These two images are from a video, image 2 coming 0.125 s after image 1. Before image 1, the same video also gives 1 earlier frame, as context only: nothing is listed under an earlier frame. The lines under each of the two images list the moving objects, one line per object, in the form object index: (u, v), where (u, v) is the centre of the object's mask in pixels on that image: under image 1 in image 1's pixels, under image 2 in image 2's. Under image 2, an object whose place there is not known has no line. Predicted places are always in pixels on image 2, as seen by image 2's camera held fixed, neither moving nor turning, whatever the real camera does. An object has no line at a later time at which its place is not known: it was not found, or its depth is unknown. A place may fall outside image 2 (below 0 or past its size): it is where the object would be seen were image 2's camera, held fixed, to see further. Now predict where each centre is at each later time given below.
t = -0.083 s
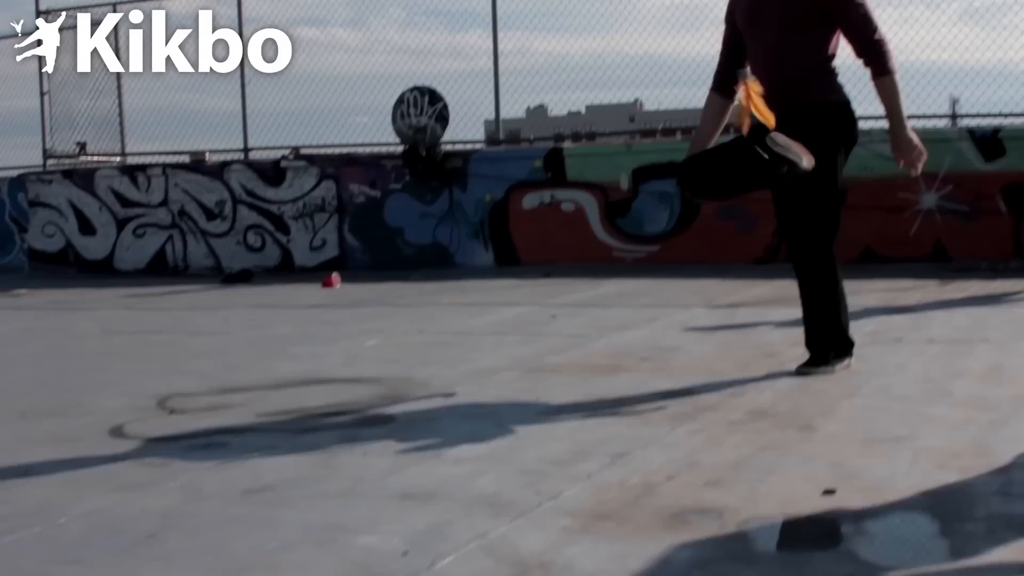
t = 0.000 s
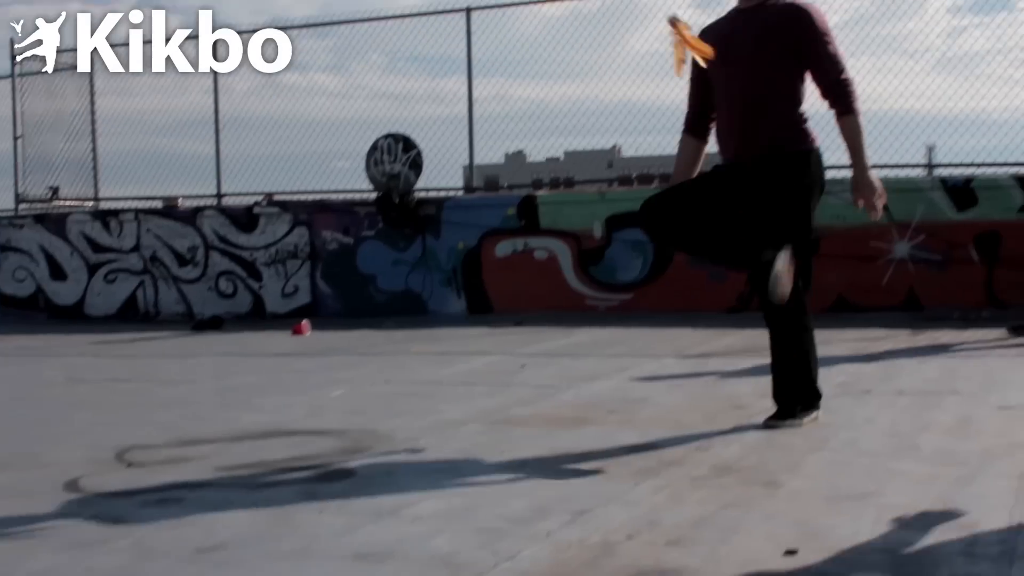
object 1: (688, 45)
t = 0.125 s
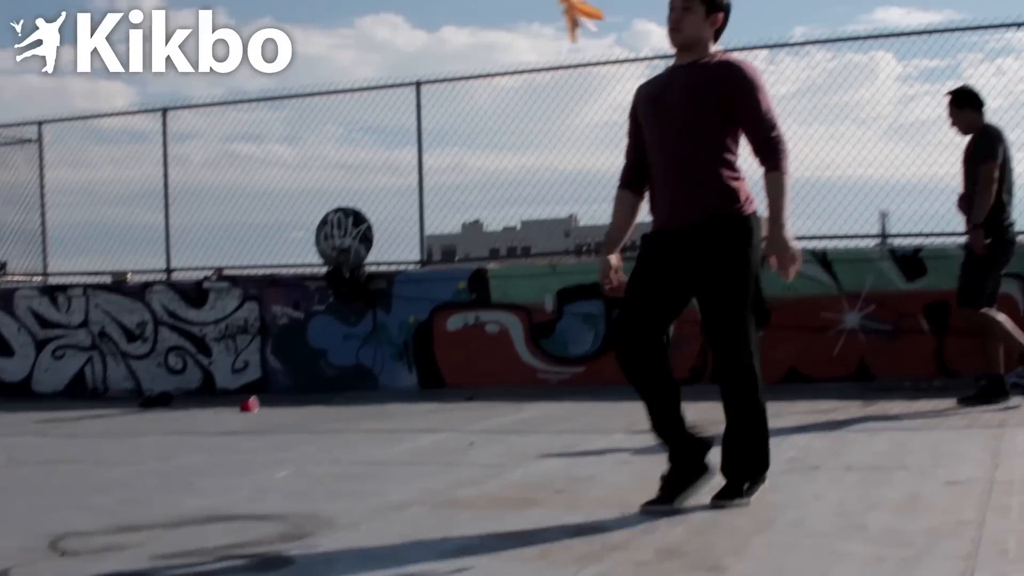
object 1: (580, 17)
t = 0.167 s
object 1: (558, -7)
